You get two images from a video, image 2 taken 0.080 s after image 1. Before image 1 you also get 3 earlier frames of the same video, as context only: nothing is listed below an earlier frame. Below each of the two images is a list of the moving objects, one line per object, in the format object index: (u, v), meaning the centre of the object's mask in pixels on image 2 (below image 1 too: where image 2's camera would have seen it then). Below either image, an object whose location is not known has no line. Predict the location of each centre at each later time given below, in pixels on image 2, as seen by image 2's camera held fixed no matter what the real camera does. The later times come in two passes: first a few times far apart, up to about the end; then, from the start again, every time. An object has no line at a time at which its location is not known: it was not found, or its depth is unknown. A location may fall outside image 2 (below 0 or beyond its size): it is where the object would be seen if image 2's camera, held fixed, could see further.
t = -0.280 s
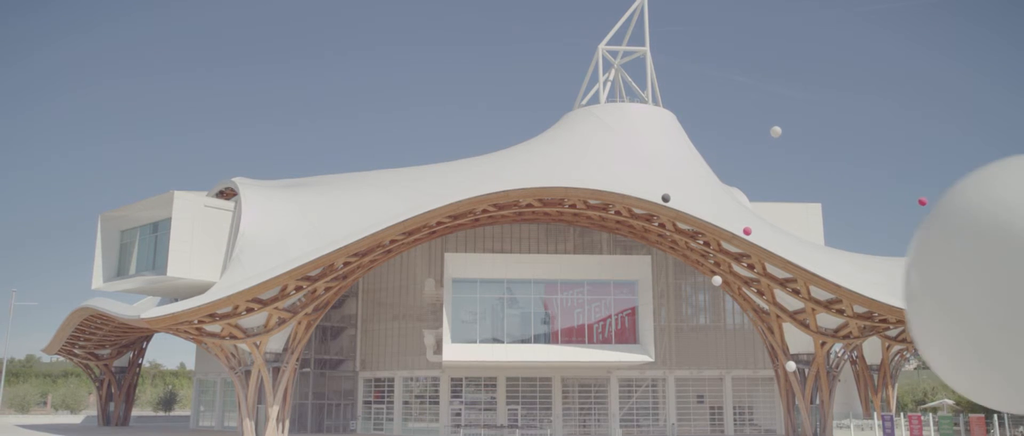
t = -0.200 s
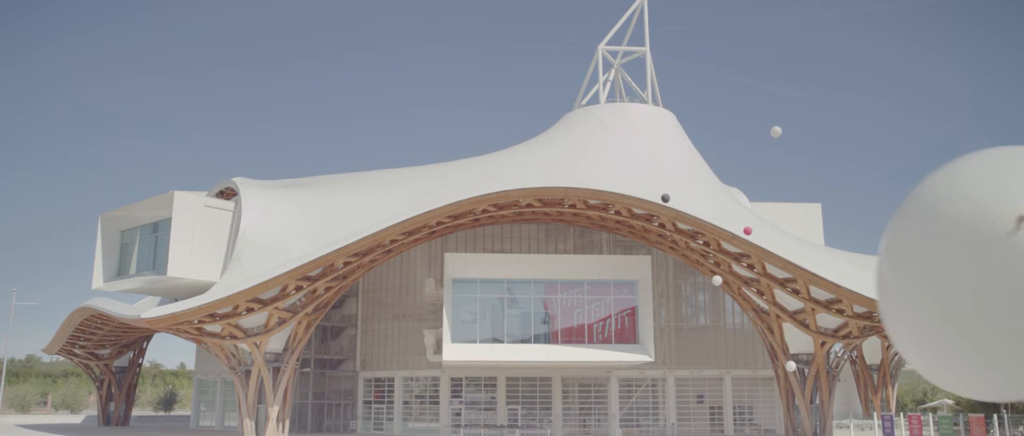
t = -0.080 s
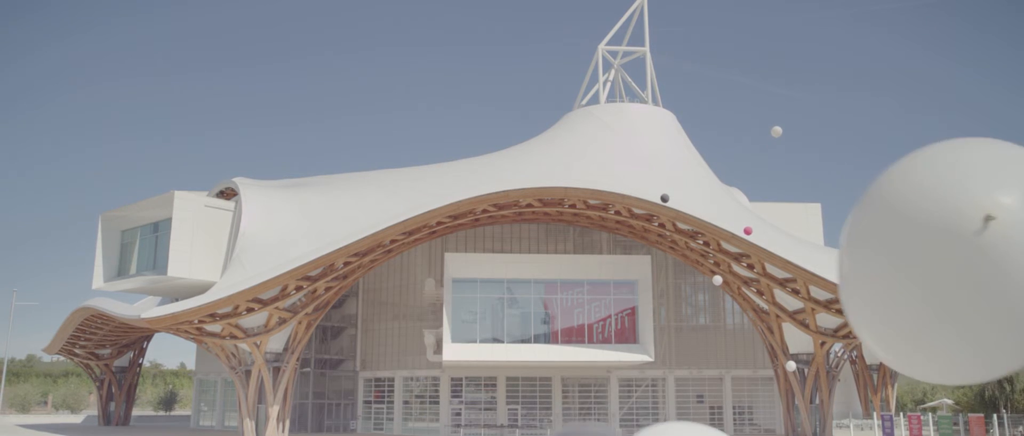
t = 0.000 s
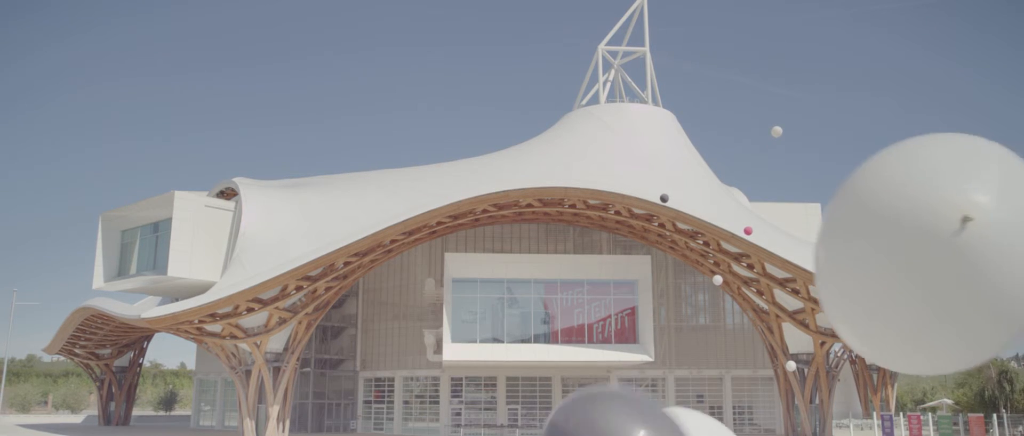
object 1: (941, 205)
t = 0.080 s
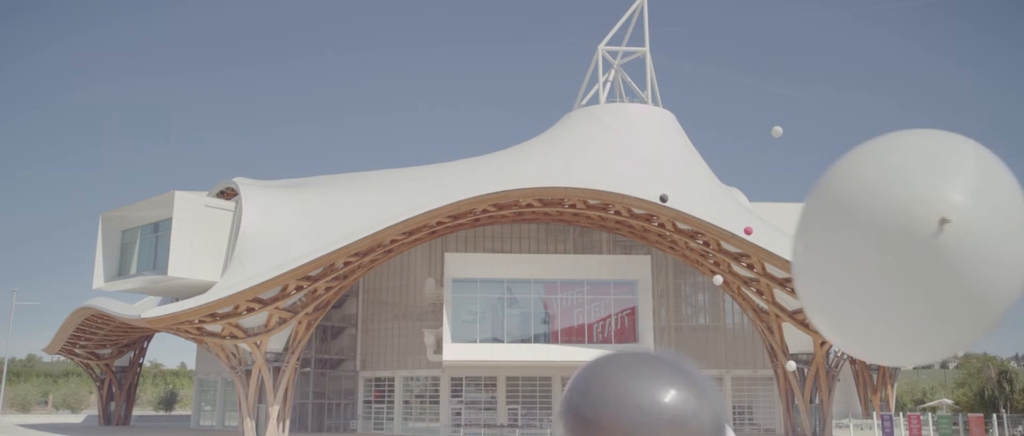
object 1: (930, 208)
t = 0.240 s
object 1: (883, 197)
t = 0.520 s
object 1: (841, 181)
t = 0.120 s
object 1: (919, 207)
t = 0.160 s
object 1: (907, 202)
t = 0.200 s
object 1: (897, 199)
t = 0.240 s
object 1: (883, 197)
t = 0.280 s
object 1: (873, 195)
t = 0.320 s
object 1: (864, 192)
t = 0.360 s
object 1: (858, 191)
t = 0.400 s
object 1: (854, 187)
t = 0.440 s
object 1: (850, 184)
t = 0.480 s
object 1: (846, 183)
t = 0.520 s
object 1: (841, 181)
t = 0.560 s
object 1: (838, 179)
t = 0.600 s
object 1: (836, 178)
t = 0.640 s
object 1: (832, 178)
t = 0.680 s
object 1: (828, 189)
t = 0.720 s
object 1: (823, 186)
